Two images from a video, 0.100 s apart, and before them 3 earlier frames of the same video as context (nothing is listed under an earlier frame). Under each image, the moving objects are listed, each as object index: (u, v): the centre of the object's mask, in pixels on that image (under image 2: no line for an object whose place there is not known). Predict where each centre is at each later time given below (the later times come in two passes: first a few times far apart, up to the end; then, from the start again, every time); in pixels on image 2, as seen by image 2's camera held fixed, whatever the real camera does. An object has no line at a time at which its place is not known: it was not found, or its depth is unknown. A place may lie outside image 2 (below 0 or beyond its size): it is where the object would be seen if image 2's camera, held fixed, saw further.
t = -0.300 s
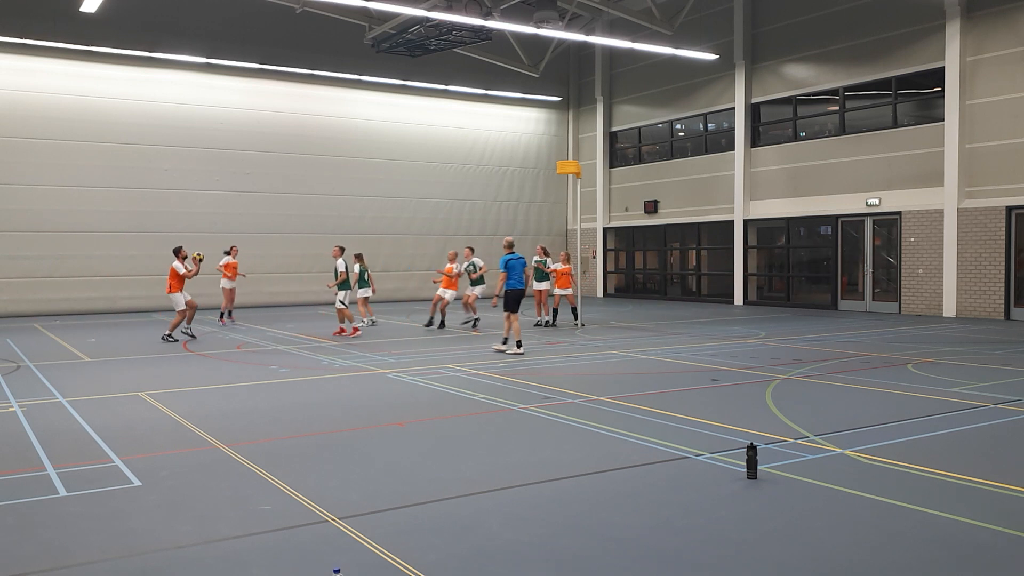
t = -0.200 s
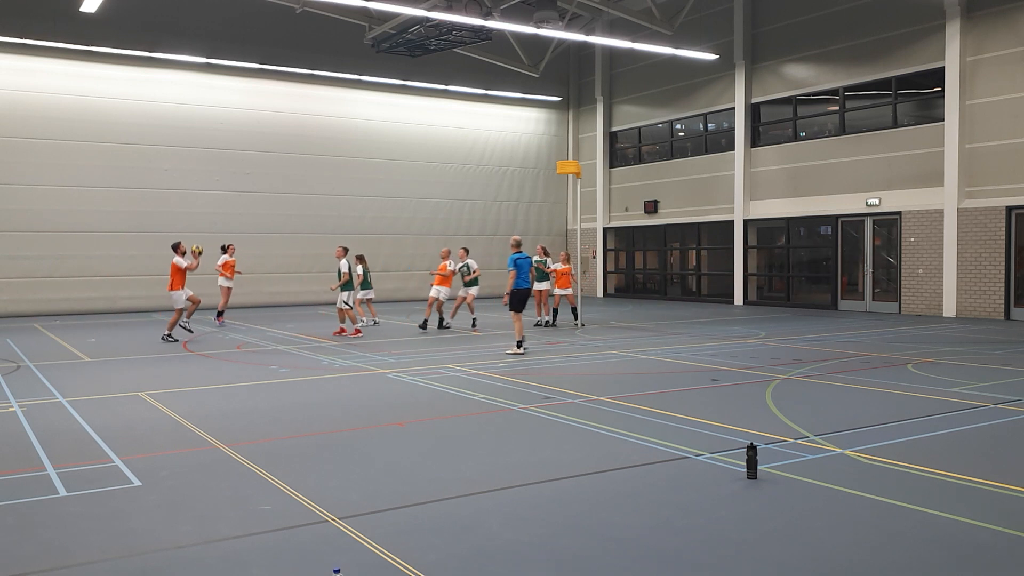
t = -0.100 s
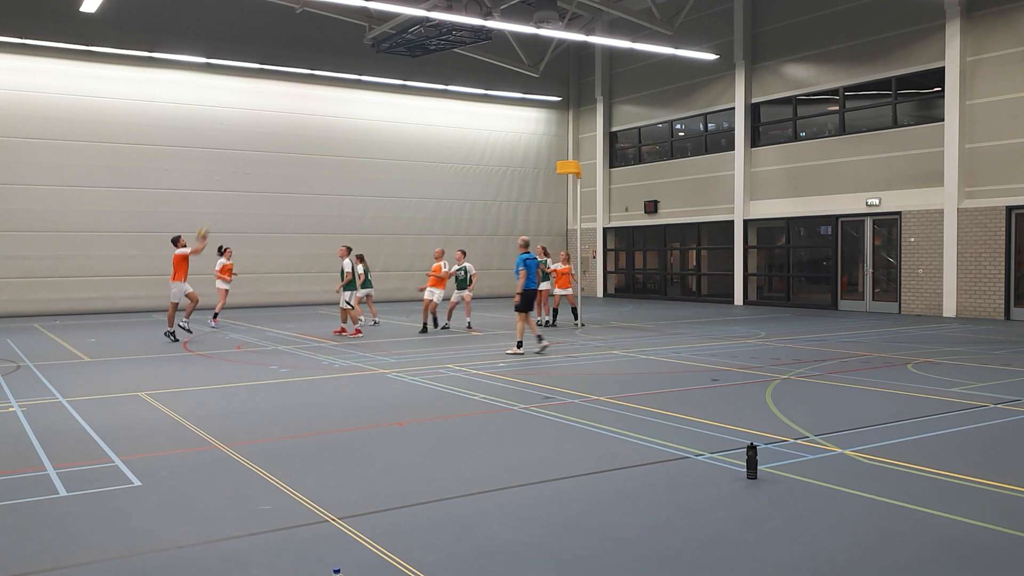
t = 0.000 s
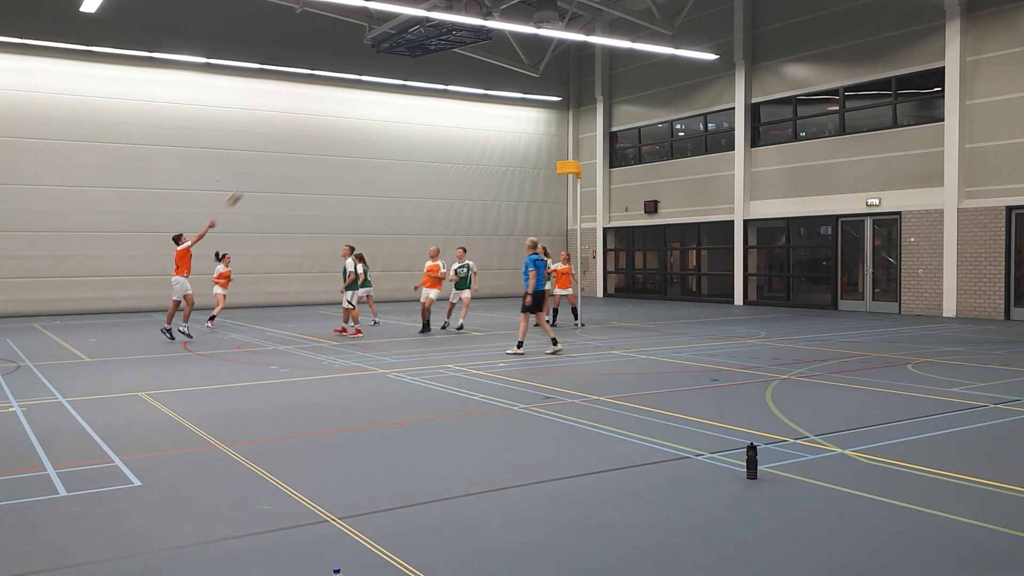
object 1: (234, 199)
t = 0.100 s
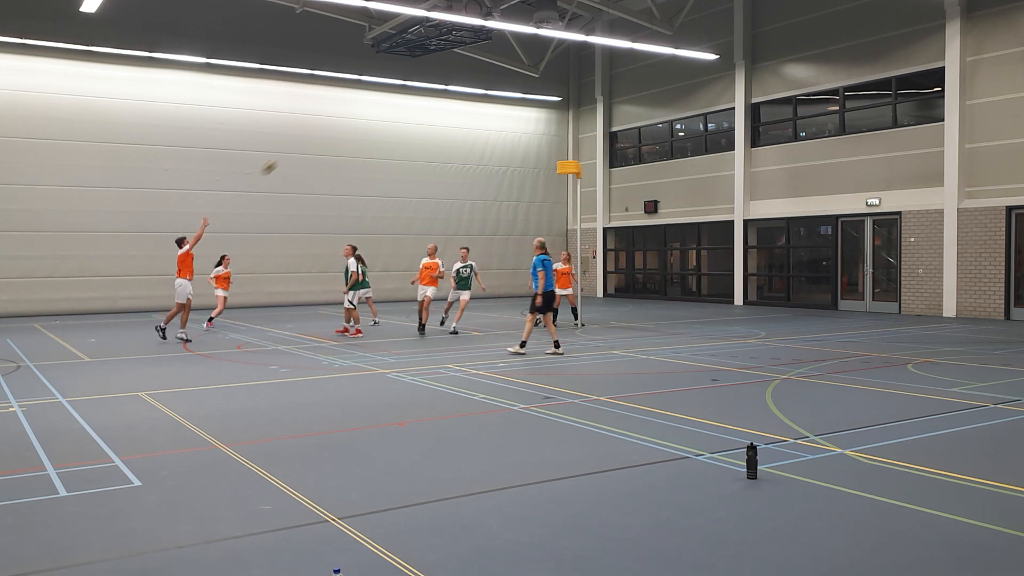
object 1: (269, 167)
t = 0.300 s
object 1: (334, 122)
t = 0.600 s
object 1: (424, 98)
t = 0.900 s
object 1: (505, 117)
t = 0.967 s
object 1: (522, 127)
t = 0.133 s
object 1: (280, 158)
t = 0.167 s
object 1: (291, 149)
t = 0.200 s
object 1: (302, 142)
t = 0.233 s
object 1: (313, 134)
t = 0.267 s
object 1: (324, 128)
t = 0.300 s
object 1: (334, 122)
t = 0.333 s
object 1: (345, 117)
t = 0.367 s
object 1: (355, 113)
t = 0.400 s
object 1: (365, 109)
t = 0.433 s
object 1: (375, 106)
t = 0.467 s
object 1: (385, 103)
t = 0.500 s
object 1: (394, 101)
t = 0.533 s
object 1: (404, 99)
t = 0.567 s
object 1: (414, 98)
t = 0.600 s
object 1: (424, 98)
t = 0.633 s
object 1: (432, 98)
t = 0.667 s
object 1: (441, 98)
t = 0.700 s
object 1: (450, 99)
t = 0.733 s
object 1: (460, 101)
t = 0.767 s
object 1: (469, 103)
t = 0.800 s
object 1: (479, 106)
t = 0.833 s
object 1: (488, 109)
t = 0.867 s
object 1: (496, 113)
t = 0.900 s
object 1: (505, 117)
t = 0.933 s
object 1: (513, 122)
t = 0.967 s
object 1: (522, 127)
